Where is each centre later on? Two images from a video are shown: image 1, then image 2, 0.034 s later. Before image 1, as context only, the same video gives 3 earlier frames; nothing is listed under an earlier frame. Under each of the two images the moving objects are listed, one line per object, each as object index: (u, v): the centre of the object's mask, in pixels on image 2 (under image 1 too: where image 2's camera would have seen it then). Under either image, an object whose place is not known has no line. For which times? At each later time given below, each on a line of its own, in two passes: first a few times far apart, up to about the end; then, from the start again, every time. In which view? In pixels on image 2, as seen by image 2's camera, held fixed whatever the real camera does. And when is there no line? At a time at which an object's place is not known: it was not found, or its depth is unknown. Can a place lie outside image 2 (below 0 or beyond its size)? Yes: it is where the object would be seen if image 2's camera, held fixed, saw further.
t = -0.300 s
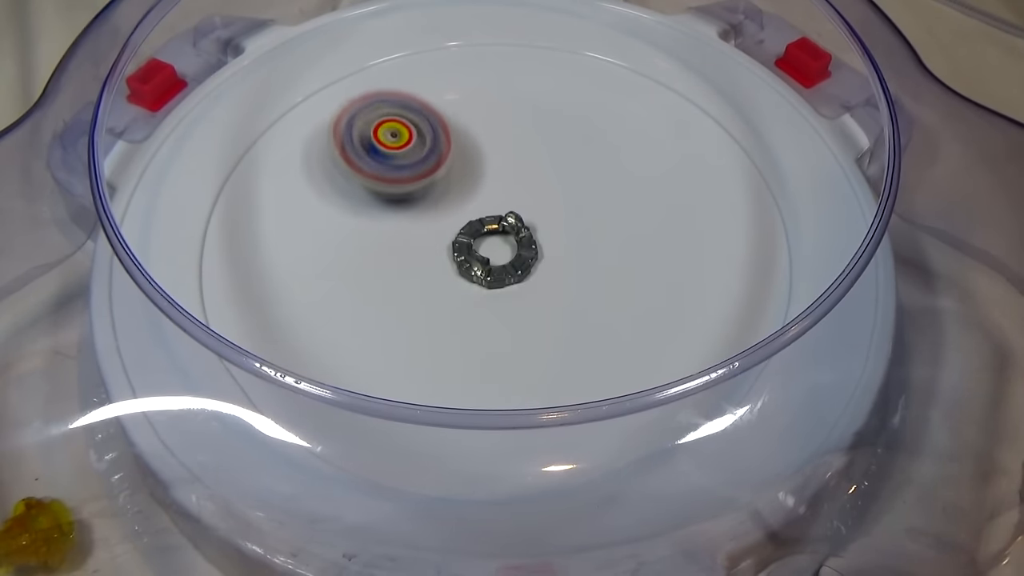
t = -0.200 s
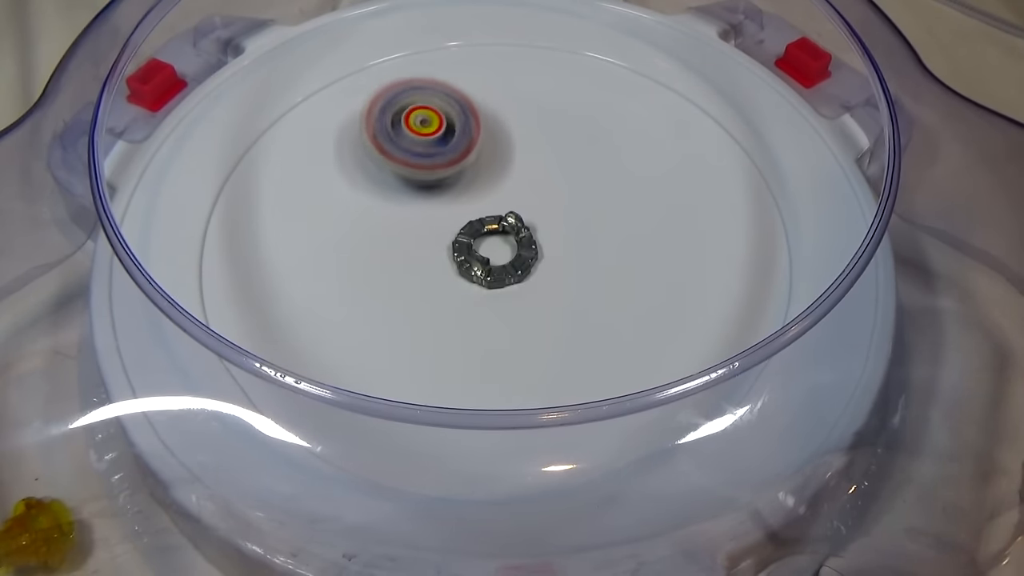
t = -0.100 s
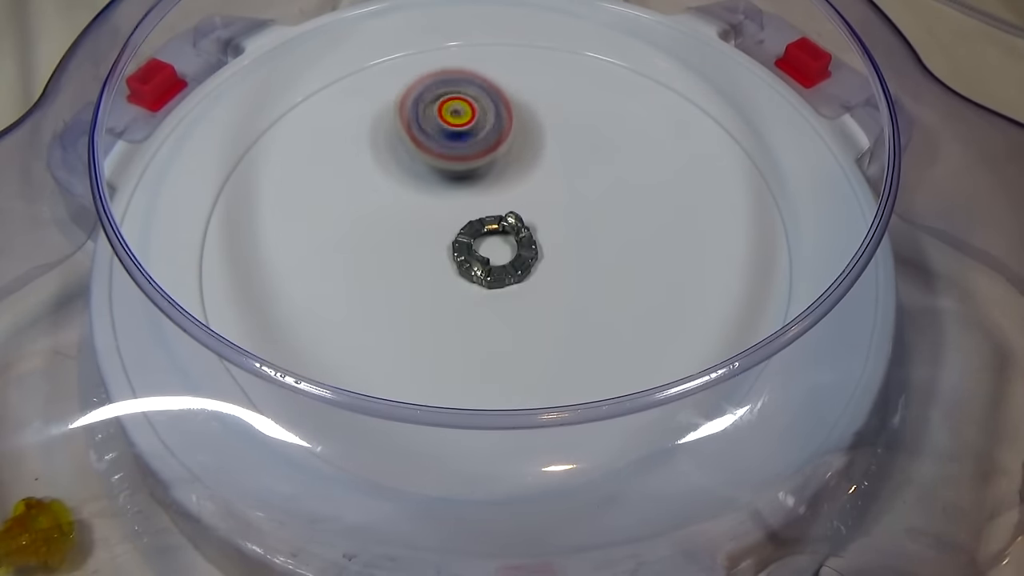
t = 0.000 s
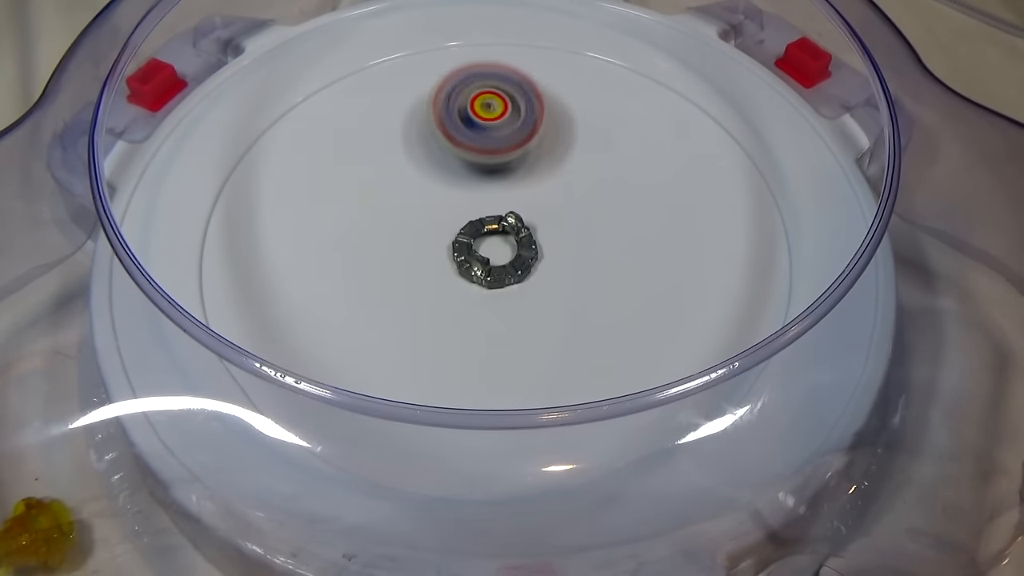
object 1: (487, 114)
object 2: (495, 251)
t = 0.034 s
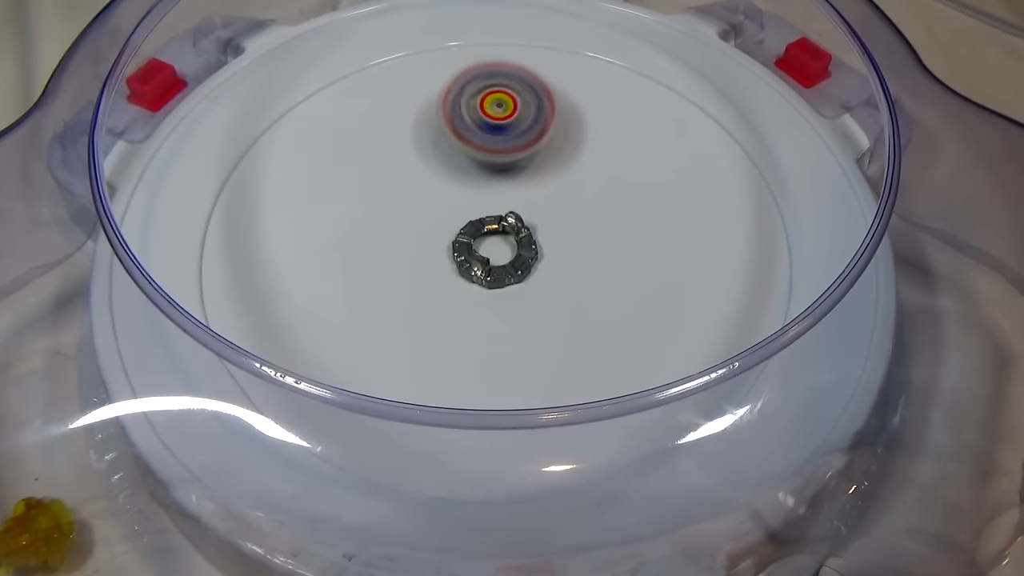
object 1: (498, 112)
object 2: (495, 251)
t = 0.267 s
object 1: (563, 117)
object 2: (495, 251)
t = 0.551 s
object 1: (613, 168)
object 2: (495, 251)
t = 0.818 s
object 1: (634, 242)
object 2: (495, 251)
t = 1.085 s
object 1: (624, 305)
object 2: (495, 251)
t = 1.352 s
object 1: (570, 325)
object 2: (495, 251)
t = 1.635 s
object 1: (448, 296)
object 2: (505, 232)
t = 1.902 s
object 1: (367, 264)
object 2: (495, 251)
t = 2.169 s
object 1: (375, 235)
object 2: (495, 251)
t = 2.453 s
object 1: (457, 170)
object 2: (495, 252)
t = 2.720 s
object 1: (499, 120)
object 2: (495, 251)
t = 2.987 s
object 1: (520, 143)
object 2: (495, 251)
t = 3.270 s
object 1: (607, 172)
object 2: (423, 320)
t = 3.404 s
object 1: (626, 183)
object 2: (425, 319)
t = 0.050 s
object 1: (503, 112)
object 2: (495, 251)
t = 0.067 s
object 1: (507, 112)
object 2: (495, 251)
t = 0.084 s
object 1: (512, 111)
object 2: (495, 251)
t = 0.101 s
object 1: (518, 112)
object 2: (495, 251)
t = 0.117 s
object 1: (523, 111)
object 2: (495, 251)
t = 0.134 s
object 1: (527, 112)
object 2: (495, 251)
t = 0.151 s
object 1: (533, 112)
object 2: (495, 251)
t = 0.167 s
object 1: (537, 112)
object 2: (495, 251)
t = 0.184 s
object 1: (541, 112)
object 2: (495, 251)
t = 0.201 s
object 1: (546, 113)
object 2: (495, 251)
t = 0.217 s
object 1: (550, 114)
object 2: (495, 251)
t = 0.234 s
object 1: (554, 113)
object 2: (495, 251)
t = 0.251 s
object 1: (559, 115)
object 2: (495, 251)
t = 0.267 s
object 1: (563, 117)
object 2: (495, 251)
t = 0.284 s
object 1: (566, 118)
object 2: (495, 251)
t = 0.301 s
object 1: (570, 120)
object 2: (495, 251)
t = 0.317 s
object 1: (573, 121)
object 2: (495, 251)
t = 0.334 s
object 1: (576, 123)
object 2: (495, 251)
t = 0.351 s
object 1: (580, 126)
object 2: (495, 251)
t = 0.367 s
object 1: (583, 128)
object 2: (495, 251)
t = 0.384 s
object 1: (585, 130)
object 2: (495, 251)
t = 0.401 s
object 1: (588, 133)
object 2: (495, 251)
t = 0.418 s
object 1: (591, 136)
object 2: (495, 251)
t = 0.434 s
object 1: (593, 139)
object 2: (495, 251)
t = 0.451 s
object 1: (596, 142)
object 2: (495, 251)
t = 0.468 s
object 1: (599, 146)
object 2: (495, 251)
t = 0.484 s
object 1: (602, 150)
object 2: (495, 251)
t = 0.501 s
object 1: (605, 155)
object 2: (495, 251)
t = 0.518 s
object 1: (608, 159)
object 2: (495, 251)
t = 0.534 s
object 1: (611, 163)
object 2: (495, 251)
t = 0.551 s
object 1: (613, 168)
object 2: (495, 251)
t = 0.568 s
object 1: (616, 173)
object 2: (495, 251)
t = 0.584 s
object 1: (618, 177)
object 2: (495, 251)
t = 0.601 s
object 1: (621, 183)
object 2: (495, 251)
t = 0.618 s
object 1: (623, 187)
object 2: (495, 251)
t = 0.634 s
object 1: (625, 192)
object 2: (495, 251)
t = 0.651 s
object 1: (626, 197)
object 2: (495, 251)
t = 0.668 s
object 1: (628, 201)
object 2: (495, 251)
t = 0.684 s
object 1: (628, 205)
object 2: (495, 251)
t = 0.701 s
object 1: (629, 210)
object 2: (495, 251)
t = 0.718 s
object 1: (630, 215)
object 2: (495, 251)
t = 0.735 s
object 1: (630, 219)
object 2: (495, 251)
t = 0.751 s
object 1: (631, 224)
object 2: (495, 251)
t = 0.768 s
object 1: (632, 228)
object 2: (495, 251)
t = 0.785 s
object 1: (632, 233)
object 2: (495, 251)
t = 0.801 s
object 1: (633, 238)
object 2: (495, 251)
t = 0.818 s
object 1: (634, 242)
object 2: (495, 251)
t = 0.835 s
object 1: (634, 247)
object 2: (495, 251)
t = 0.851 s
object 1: (634, 252)
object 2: (495, 251)
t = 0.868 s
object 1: (634, 256)
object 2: (495, 251)
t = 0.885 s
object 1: (634, 260)
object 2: (495, 251)
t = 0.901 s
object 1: (633, 264)
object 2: (495, 251)
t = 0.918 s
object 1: (634, 268)
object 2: (495, 251)
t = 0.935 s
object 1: (633, 273)
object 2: (495, 251)
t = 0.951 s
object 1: (633, 277)
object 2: (495, 251)
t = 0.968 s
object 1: (633, 281)
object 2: (495, 251)
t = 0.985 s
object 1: (631, 284)
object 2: (495, 251)
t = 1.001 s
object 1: (631, 288)
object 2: (495, 251)
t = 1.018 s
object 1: (630, 292)
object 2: (495, 251)
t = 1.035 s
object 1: (628, 295)
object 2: (495, 251)
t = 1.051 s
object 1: (627, 299)
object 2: (495, 251)
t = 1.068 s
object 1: (626, 302)
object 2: (495, 251)
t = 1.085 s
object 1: (624, 305)
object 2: (495, 251)
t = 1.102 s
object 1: (623, 308)
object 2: (495, 251)
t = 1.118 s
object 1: (620, 310)
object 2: (495, 251)
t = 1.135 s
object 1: (618, 313)
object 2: (495, 251)
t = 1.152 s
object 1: (616, 315)
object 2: (495, 251)
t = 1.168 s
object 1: (614, 317)
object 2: (495, 251)
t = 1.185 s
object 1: (611, 319)
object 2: (495, 251)
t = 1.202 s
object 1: (608, 321)
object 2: (495, 251)
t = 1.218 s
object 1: (605, 322)
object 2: (495, 251)
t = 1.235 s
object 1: (602, 323)
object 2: (495, 251)
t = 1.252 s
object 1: (598, 324)
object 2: (495, 251)
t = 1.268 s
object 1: (594, 325)
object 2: (495, 251)
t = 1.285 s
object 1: (589, 325)
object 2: (495, 251)
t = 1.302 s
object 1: (585, 326)
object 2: (495, 251)
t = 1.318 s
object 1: (580, 326)
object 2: (495, 251)
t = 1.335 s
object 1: (575, 326)
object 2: (495, 251)
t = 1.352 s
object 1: (570, 325)
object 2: (495, 251)
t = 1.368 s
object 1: (564, 325)
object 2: (494, 250)
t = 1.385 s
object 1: (559, 324)
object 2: (494, 250)
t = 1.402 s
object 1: (552, 324)
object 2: (493, 249)
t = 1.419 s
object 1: (544, 322)
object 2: (493, 247)
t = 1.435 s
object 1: (538, 321)
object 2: (493, 246)
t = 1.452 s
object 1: (530, 319)
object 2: (489, 234)
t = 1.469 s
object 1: (523, 318)
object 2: (489, 234)
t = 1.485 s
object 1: (516, 316)
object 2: (491, 233)
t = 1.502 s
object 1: (507, 314)
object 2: (492, 233)
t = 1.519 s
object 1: (500, 312)
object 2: (493, 233)
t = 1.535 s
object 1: (492, 309)
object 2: (496, 232)
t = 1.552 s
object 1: (484, 307)
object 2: (498, 232)
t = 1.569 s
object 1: (477, 305)
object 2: (499, 232)
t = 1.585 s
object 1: (469, 303)
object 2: (500, 233)
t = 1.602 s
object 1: (462, 301)
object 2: (501, 232)
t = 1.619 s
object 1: (455, 298)
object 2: (503, 232)
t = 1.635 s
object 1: (448, 296)
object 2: (505, 232)
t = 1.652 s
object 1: (441, 294)
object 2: (505, 233)
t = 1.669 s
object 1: (435, 292)
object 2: (514, 239)
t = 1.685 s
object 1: (429, 290)
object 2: (515, 241)
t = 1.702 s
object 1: (424, 288)
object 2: (515, 241)
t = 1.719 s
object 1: (418, 286)
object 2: (515, 241)
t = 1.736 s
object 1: (413, 284)
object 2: (501, 248)
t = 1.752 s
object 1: (408, 282)
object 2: (500, 249)
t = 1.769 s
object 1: (402, 279)
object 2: (499, 250)
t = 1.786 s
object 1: (396, 278)
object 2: (498, 250)
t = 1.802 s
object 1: (392, 275)
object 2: (496, 251)
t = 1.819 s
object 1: (387, 273)
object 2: (495, 251)
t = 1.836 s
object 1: (382, 271)
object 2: (495, 251)
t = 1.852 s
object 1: (378, 269)
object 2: (495, 251)
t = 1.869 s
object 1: (374, 268)
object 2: (495, 251)
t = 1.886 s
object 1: (372, 265)
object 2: (495, 251)
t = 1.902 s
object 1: (367, 264)
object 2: (495, 251)
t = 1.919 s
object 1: (365, 262)
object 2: (495, 251)
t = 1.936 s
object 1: (362, 260)
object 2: (495, 251)
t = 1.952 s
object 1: (361, 258)
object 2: (495, 251)
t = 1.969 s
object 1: (359, 257)
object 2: (495, 251)
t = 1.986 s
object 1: (358, 256)
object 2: (495, 251)
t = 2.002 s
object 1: (357, 254)
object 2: (495, 251)
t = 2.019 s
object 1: (357, 253)
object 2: (495, 251)
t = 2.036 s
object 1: (357, 251)
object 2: (495, 251)
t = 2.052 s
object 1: (358, 249)
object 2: (495, 251)
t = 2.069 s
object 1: (359, 247)
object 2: (494, 251)
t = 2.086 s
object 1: (360, 245)
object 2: (494, 251)
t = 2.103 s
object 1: (363, 244)
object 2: (495, 251)
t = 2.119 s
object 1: (365, 242)
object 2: (495, 251)
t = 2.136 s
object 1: (368, 240)
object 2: (495, 251)
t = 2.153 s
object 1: (371, 237)
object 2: (495, 251)
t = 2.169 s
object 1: (375, 235)
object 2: (495, 251)
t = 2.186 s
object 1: (379, 232)
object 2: (494, 251)
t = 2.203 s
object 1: (383, 229)
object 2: (495, 251)
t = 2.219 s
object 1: (388, 226)
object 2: (494, 251)
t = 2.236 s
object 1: (393, 222)
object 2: (495, 251)
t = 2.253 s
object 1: (399, 219)
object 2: (496, 252)
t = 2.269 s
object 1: (404, 216)
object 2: (497, 252)
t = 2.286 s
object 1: (410, 212)
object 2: (497, 253)
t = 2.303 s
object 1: (415, 208)
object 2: (498, 253)
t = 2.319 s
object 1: (420, 204)
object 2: (498, 253)
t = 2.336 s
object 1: (425, 200)
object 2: (502, 265)
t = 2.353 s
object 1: (431, 196)
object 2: (502, 265)
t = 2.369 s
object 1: (435, 191)
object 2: (502, 265)
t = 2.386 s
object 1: (440, 187)
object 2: (502, 265)
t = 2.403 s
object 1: (445, 183)
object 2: (497, 253)
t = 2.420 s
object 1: (449, 179)
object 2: (497, 253)
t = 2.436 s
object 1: (454, 174)
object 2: (496, 252)
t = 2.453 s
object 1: (457, 170)
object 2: (495, 252)
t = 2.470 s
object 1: (461, 167)
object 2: (495, 251)
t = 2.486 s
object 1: (465, 162)
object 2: (495, 251)
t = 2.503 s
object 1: (468, 158)
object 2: (495, 251)
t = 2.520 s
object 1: (472, 154)
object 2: (495, 251)
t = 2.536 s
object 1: (475, 151)
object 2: (495, 251)
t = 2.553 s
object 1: (478, 147)
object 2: (495, 251)
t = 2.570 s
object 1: (481, 144)
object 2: (495, 251)
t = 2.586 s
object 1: (484, 140)
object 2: (495, 251)
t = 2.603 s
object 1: (487, 137)
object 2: (495, 251)
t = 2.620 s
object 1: (489, 134)
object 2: (495, 251)
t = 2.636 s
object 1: (491, 130)
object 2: (495, 251)
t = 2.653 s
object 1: (493, 128)
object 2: (495, 251)
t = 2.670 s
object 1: (494, 126)
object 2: (495, 251)
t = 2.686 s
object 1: (497, 123)
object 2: (495, 251)
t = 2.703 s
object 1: (498, 120)
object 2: (495, 251)
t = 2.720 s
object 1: (499, 120)
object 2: (495, 251)
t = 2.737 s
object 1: (500, 119)
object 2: (495, 251)
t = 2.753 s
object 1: (501, 117)
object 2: (495, 251)
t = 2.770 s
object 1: (502, 117)
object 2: (495, 251)
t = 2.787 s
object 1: (503, 117)
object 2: (495, 251)
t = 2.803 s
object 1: (504, 117)
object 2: (495, 251)
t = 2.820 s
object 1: (505, 118)
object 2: (495, 251)
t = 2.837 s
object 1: (506, 119)
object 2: (495, 251)
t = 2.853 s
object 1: (507, 120)
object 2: (495, 251)
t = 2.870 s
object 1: (508, 122)
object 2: (495, 251)
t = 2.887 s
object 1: (510, 125)
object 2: (495, 251)
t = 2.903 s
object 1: (511, 127)
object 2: (495, 251)
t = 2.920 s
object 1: (512, 129)
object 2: (495, 251)
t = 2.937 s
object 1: (514, 133)
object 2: (495, 251)
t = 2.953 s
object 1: (515, 135)
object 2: (495, 251)
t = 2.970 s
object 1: (518, 139)
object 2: (495, 251)
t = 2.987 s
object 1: (520, 143)
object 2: (495, 251)
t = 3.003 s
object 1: (522, 148)
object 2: (495, 251)
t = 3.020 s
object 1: (525, 152)
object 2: (495, 251)
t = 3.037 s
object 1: (528, 156)
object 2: (495, 251)
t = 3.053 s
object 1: (532, 161)
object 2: (494, 252)
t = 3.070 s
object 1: (540, 162)
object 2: (485, 258)
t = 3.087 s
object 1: (549, 160)
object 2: (473, 267)
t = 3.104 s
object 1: (556, 161)
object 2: (462, 278)
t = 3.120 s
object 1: (562, 162)
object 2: (452, 291)
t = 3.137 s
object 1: (568, 163)
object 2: (445, 296)
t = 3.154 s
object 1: (574, 163)
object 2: (438, 302)
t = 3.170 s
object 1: (579, 165)
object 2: (433, 310)
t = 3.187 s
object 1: (584, 166)
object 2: (429, 314)
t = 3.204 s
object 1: (589, 168)
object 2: (426, 317)
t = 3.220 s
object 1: (594, 169)
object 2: (424, 320)
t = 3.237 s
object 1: (598, 170)
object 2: (423, 320)
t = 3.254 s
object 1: (602, 170)
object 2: (423, 320)
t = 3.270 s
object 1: (607, 172)
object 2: (423, 320)
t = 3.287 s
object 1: (610, 173)
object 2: (424, 320)
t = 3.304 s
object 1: (614, 174)
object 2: (424, 320)
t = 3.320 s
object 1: (617, 176)
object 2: (424, 319)
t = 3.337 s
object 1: (620, 176)
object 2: (425, 319)
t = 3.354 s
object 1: (621, 178)
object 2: (425, 319)
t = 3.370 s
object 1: (624, 180)
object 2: (425, 319)
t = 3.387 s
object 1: (625, 181)
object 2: (425, 319)
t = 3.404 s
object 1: (626, 183)
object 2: (425, 319)
